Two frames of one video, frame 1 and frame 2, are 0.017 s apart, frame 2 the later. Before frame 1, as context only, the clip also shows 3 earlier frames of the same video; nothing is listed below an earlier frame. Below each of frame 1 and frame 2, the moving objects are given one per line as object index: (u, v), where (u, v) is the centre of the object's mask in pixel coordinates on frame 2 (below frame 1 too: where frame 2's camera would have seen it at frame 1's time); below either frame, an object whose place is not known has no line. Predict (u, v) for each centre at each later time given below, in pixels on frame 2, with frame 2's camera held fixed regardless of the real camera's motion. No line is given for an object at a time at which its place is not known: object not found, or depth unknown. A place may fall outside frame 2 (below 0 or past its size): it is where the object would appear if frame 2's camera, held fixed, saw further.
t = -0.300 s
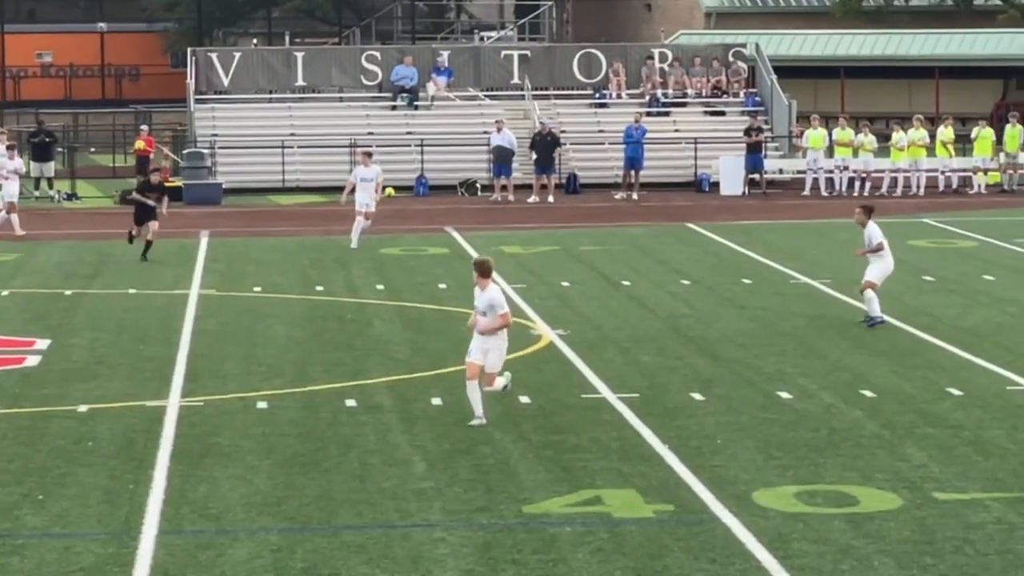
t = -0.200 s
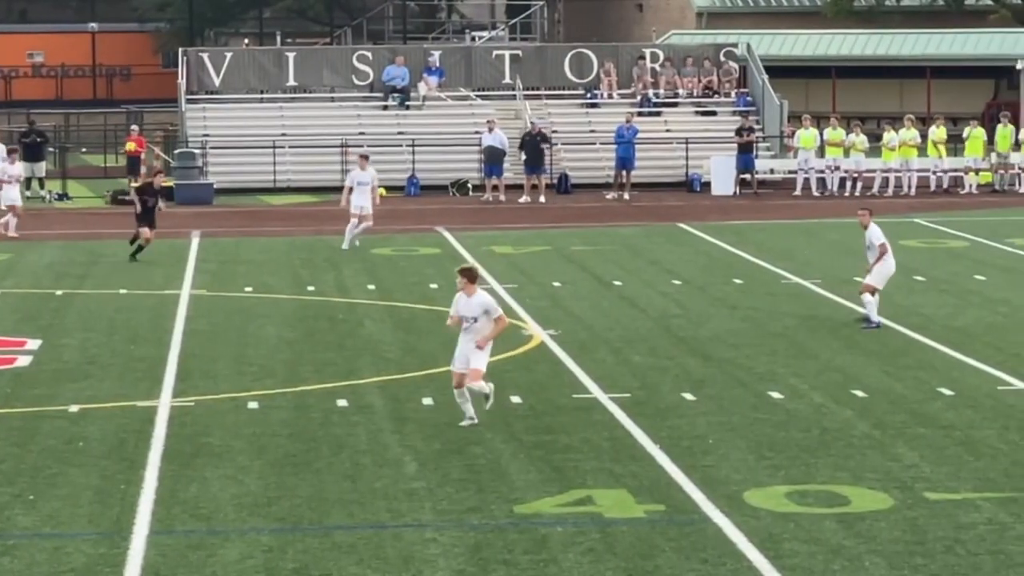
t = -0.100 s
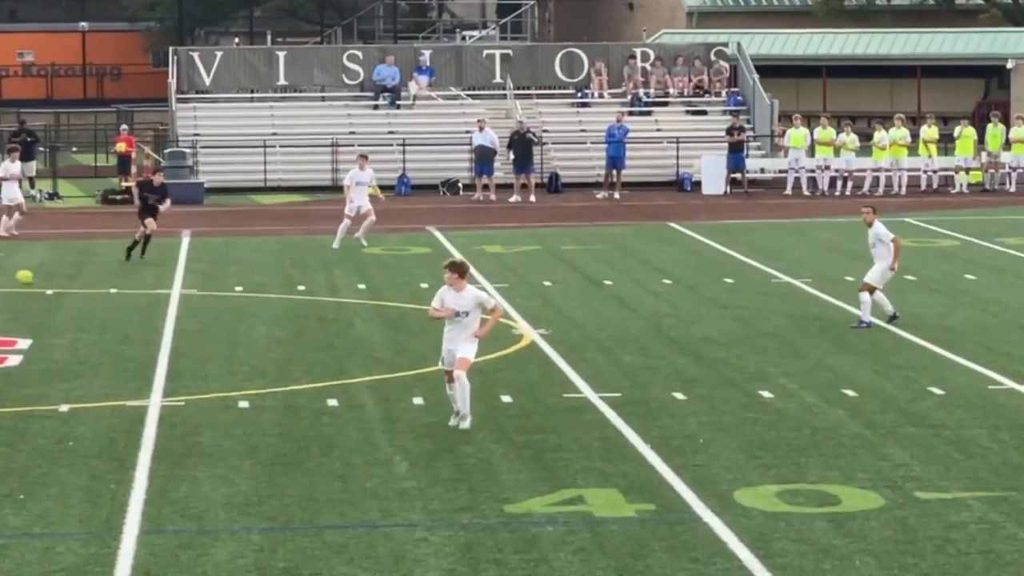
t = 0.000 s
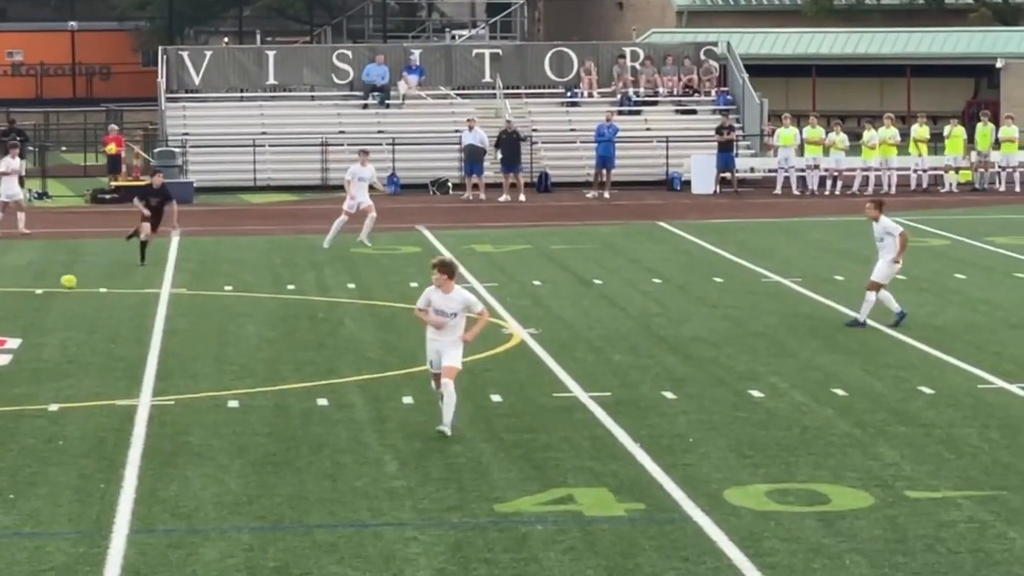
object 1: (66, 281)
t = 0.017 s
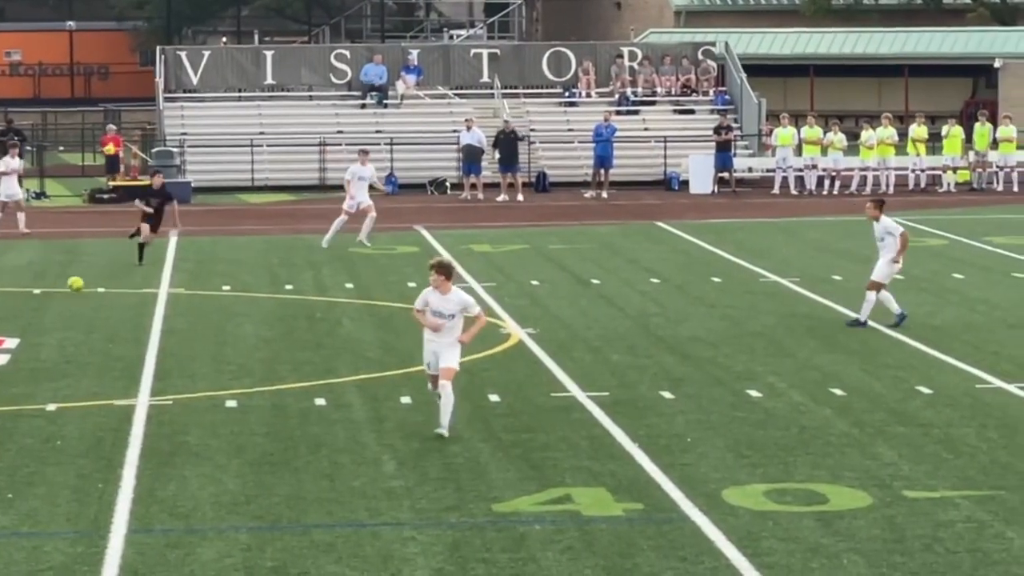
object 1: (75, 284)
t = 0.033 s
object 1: (84, 285)
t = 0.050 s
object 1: (94, 288)
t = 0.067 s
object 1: (102, 289)
